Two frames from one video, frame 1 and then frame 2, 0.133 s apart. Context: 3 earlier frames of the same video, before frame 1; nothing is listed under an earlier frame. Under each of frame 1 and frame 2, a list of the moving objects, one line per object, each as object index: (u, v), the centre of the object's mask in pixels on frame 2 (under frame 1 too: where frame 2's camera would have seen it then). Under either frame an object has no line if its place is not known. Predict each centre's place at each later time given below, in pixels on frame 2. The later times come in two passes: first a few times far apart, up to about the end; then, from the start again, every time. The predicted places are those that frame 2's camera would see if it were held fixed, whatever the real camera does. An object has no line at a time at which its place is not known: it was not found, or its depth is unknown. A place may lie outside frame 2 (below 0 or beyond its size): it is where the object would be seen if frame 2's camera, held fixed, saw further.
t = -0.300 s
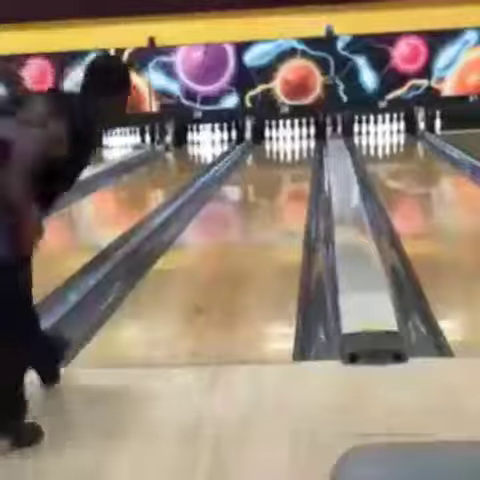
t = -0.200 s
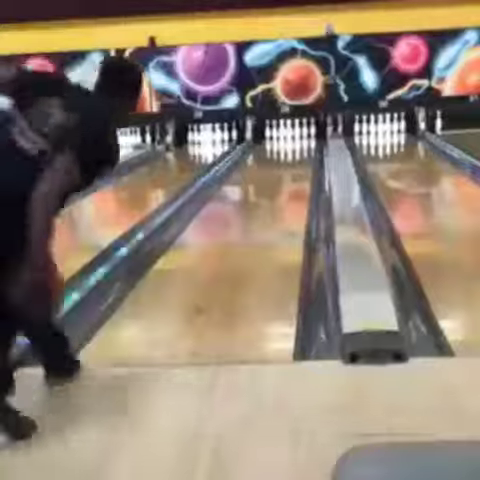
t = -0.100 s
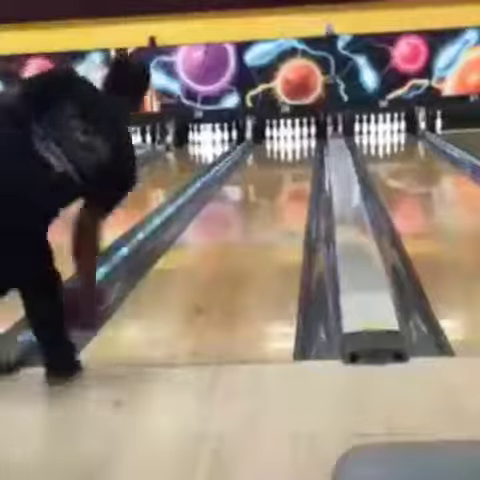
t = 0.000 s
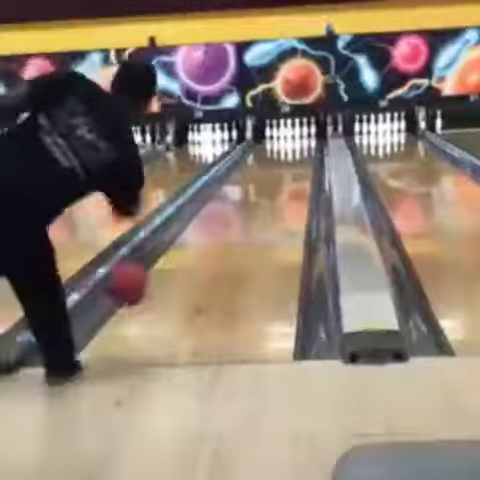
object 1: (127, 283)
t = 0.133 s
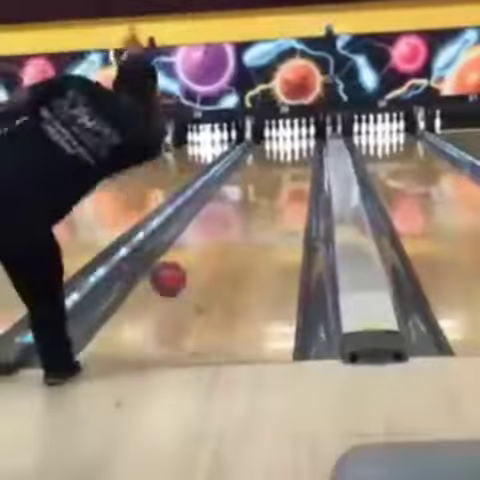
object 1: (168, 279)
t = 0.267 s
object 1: (199, 259)
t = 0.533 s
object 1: (240, 220)
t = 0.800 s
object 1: (263, 197)
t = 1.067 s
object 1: (281, 179)
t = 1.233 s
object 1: (292, 169)
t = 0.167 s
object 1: (176, 280)
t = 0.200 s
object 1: (184, 272)
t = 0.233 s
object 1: (192, 266)
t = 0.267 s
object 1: (199, 259)
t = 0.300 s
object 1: (204, 253)
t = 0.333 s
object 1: (210, 247)
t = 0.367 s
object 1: (216, 242)
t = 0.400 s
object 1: (222, 237)
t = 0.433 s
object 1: (227, 232)
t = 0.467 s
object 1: (231, 228)
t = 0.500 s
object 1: (236, 223)
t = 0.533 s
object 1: (240, 220)
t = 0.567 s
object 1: (245, 215)
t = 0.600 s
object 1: (248, 213)
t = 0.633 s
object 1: (251, 211)
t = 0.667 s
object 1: (255, 208)
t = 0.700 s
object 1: (258, 204)
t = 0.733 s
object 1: (259, 202)
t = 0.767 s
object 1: (262, 199)
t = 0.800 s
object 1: (263, 197)
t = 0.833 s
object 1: (267, 193)
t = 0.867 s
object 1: (270, 189)
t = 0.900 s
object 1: (272, 188)
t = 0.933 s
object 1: (274, 188)
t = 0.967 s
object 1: (277, 186)
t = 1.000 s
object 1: (279, 182)
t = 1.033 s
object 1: (281, 180)
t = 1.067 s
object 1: (281, 179)
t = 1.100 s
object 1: (283, 178)
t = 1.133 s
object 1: (287, 174)
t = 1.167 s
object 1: (289, 171)
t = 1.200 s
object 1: (291, 169)
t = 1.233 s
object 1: (292, 169)
